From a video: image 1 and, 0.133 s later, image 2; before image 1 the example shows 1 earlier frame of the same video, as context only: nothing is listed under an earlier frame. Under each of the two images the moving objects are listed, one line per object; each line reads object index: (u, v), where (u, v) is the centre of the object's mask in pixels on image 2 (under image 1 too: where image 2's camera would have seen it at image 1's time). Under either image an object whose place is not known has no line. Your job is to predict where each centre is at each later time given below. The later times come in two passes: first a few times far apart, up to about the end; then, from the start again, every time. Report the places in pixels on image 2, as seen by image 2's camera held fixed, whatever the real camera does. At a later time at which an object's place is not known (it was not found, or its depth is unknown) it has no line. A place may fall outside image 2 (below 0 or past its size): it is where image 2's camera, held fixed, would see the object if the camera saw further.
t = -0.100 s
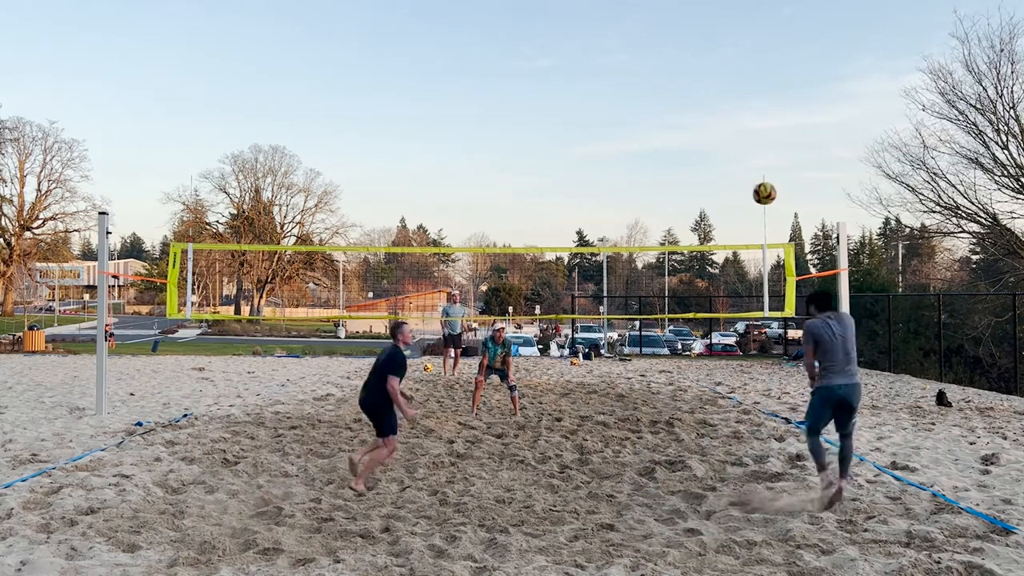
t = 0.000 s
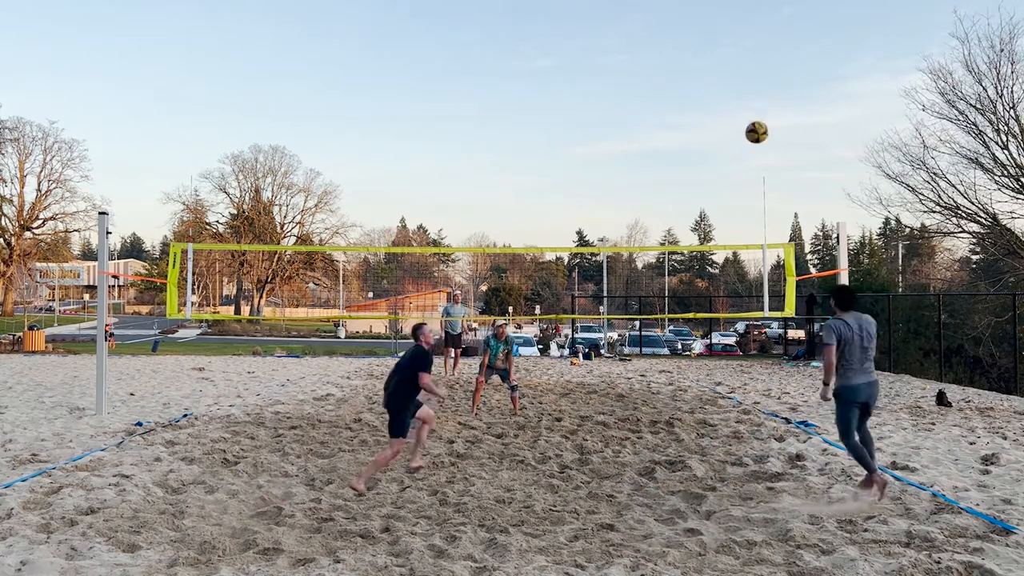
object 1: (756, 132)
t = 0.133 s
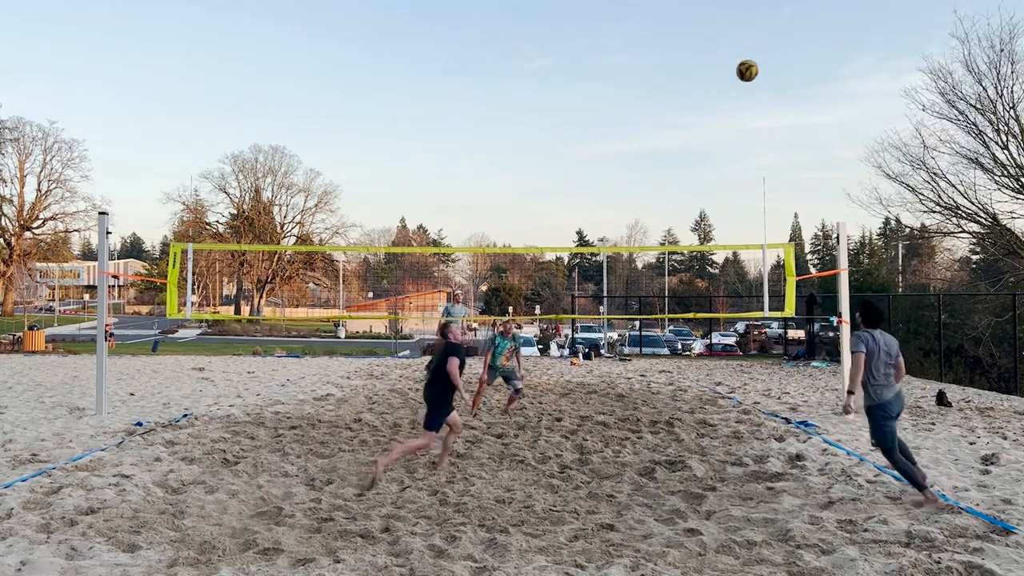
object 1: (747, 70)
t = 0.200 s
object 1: (742, 47)
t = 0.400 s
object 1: (729, 8)
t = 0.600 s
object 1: (718, 7)
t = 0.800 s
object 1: (707, 38)
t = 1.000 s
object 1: (696, 101)
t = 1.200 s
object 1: (686, 190)
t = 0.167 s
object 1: (745, 58)
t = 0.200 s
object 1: (742, 47)
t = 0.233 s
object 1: (740, 38)
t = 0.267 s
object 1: (738, 30)
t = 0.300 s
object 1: (736, 22)
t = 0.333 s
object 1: (733, 16)
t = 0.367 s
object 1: (732, 11)
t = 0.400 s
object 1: (729, 8)
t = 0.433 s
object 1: (727, 7)
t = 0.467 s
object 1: (725, 6)
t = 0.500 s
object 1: (723, 6)
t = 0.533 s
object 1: (721, 6)
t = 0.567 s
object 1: (719, 6)
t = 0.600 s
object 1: (718, 7)
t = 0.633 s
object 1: (716, 9)
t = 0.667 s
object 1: (714, 13)
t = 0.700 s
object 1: (712, 18)
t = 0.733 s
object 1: (710, 24)
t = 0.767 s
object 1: (708, 31)
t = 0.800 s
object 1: (707, 38)
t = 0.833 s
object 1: (705, 47)
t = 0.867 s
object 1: (704, 56)
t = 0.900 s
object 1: (702, 66)
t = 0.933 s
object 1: (700, 77)
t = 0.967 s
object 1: (698, 89)
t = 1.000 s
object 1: (696, 101)
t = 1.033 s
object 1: (695, 114)
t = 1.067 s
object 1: (693, 128)
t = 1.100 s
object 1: (691, 143)
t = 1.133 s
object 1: (689, 158)
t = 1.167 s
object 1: (687, 174)
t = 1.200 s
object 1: (686, 190)
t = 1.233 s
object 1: (685, 208)
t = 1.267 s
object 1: (683, 223)
